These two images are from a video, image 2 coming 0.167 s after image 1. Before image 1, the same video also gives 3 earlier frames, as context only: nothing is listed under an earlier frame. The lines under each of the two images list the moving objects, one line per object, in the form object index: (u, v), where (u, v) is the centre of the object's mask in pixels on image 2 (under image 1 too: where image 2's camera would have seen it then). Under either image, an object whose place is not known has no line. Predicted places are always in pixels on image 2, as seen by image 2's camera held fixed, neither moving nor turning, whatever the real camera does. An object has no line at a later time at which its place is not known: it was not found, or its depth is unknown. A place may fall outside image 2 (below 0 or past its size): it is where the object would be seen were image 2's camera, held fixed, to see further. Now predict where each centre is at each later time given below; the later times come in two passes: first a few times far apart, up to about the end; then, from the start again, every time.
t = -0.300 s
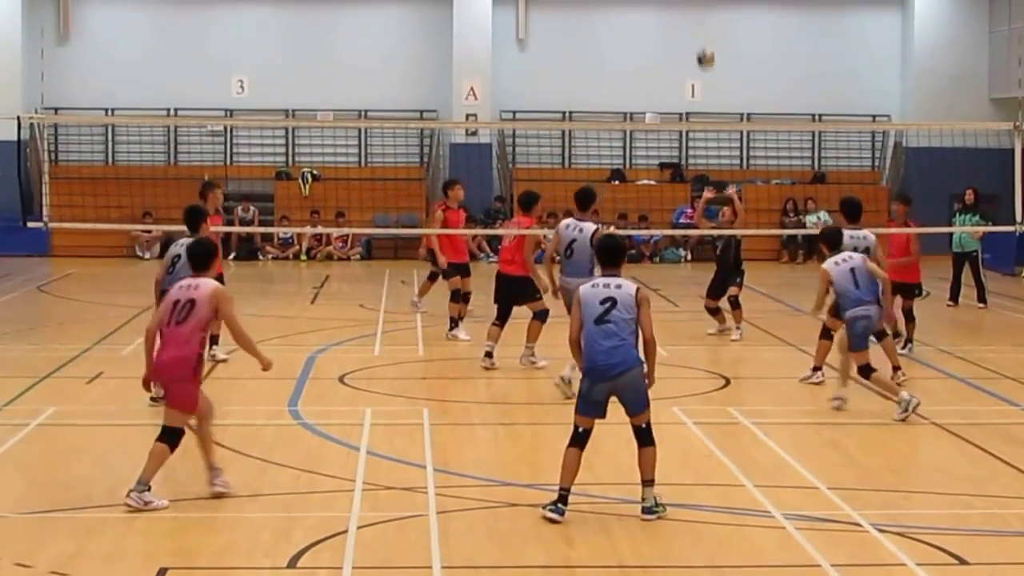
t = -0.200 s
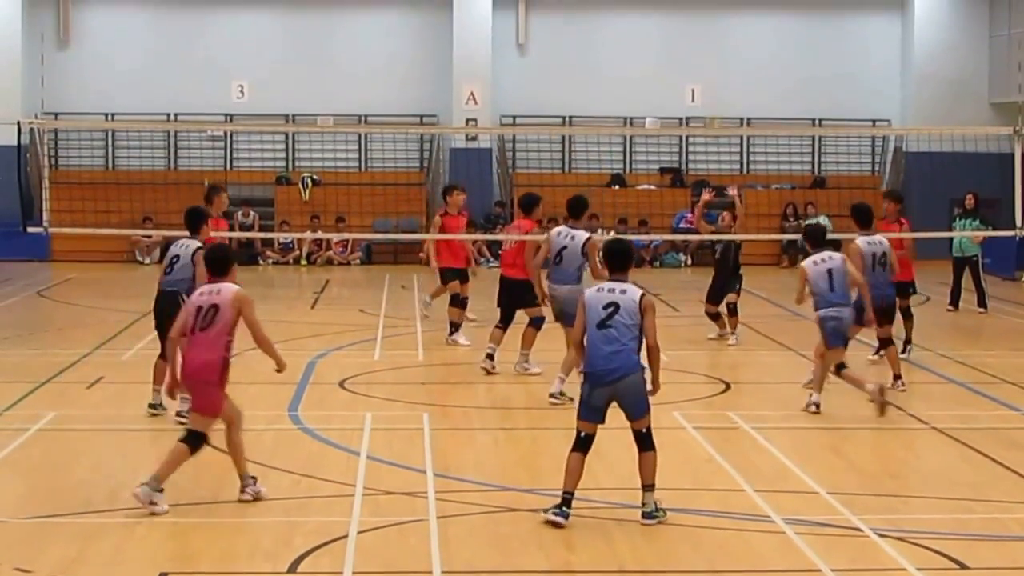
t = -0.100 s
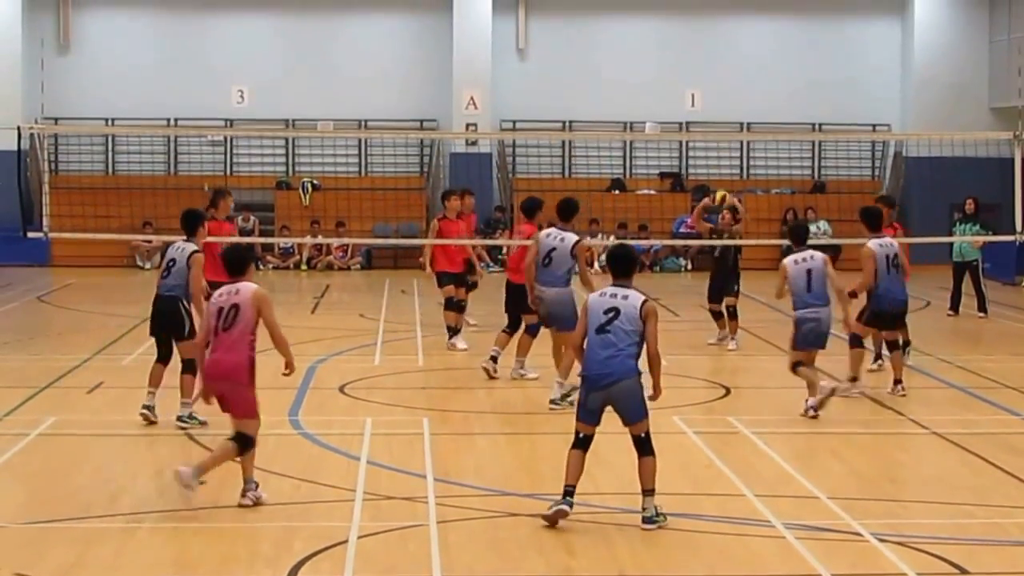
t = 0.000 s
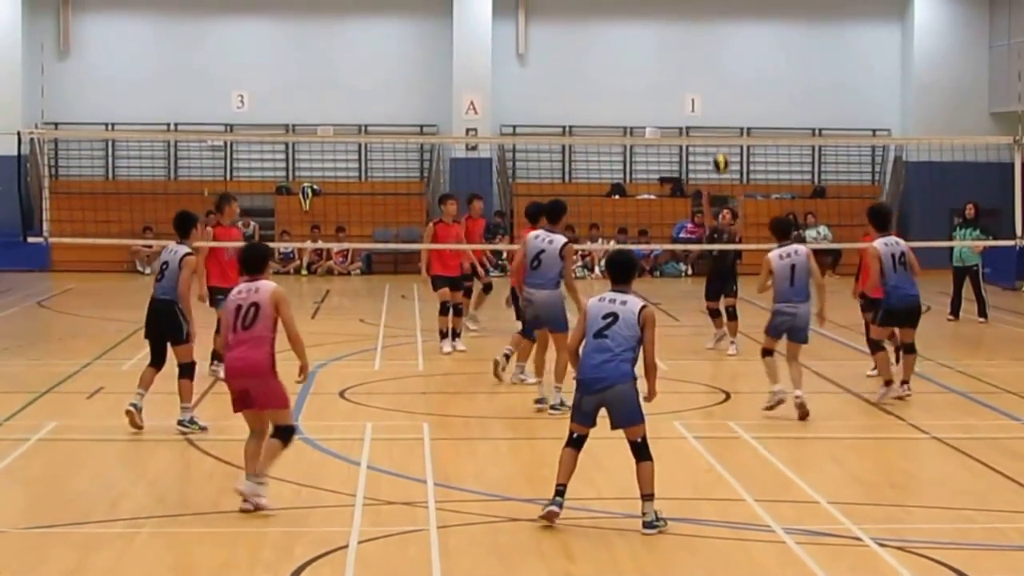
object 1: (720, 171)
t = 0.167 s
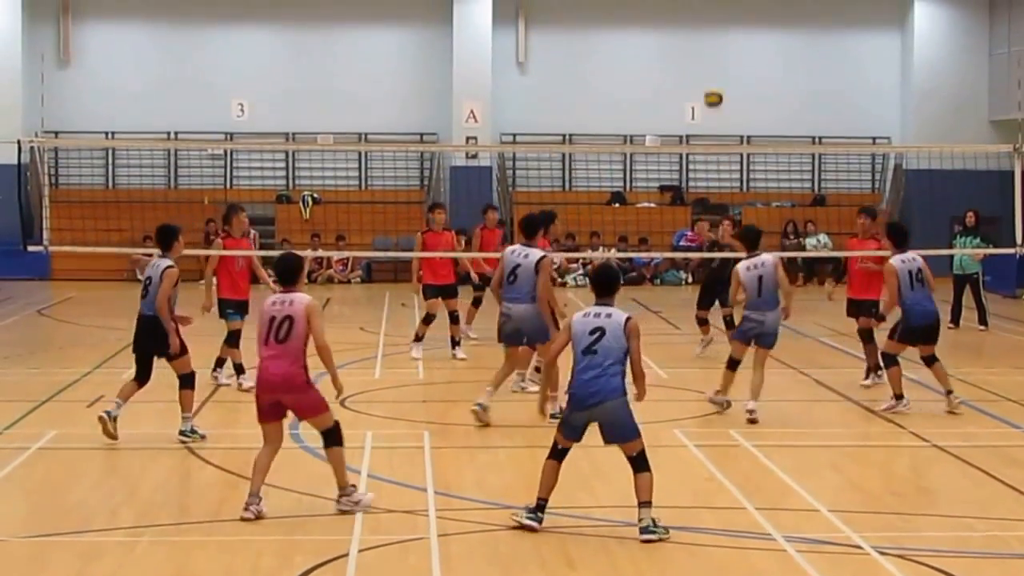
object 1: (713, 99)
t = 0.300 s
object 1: (708, 56)
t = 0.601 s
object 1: (699, 19)
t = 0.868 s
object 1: (691, 66)
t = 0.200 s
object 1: (712, 86)
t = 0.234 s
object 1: (710, 76)
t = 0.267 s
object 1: (709, 65)
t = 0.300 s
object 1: (708, 56)
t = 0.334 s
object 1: (707, 47)
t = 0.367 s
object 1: (706, 40)
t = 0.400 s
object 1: (705, 34)
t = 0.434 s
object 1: (705, 29)
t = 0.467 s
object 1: (703, 25)
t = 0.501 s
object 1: (702, 22)
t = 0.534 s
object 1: (700, 20)
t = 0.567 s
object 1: (700, 19)
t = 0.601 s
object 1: (699, 19)
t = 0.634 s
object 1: (698, 21)
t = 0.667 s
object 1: (697, 23)
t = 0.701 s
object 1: (696, 27)
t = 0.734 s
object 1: (695, 33)
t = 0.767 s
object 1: (694, 39)
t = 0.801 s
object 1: (693, 46)
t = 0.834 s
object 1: (692, 55)
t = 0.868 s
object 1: (691, 66)
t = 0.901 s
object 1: (690, 77)
